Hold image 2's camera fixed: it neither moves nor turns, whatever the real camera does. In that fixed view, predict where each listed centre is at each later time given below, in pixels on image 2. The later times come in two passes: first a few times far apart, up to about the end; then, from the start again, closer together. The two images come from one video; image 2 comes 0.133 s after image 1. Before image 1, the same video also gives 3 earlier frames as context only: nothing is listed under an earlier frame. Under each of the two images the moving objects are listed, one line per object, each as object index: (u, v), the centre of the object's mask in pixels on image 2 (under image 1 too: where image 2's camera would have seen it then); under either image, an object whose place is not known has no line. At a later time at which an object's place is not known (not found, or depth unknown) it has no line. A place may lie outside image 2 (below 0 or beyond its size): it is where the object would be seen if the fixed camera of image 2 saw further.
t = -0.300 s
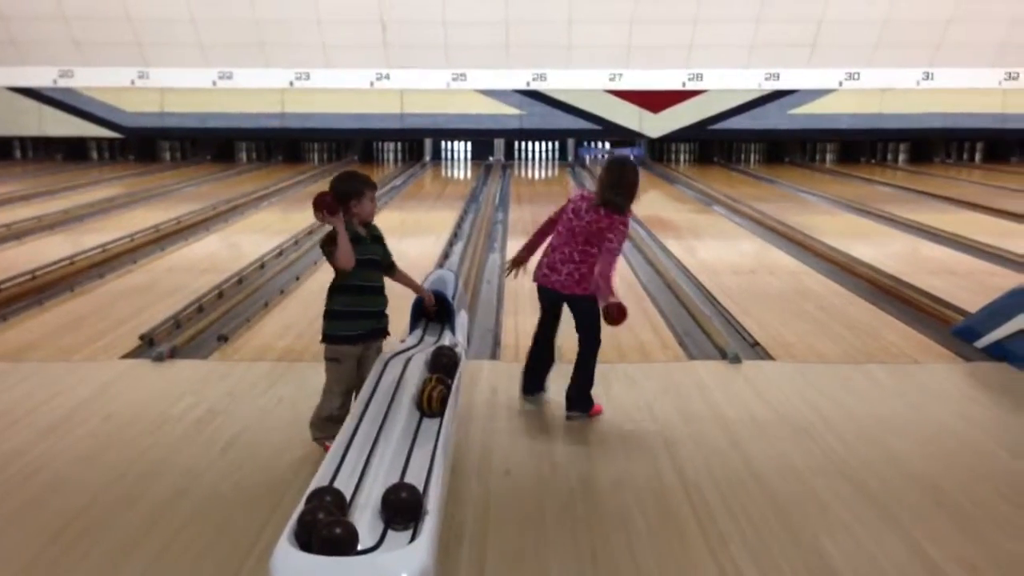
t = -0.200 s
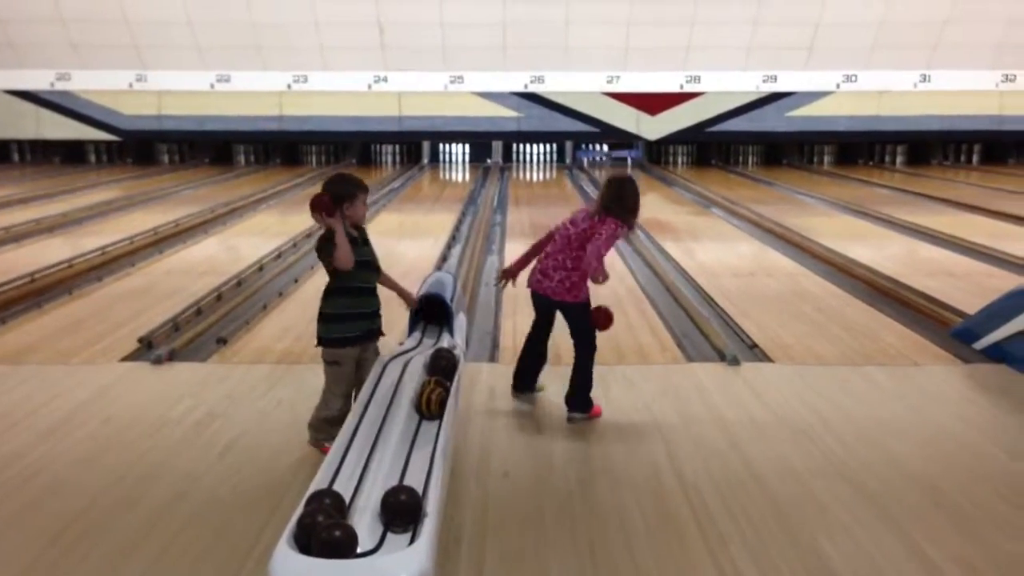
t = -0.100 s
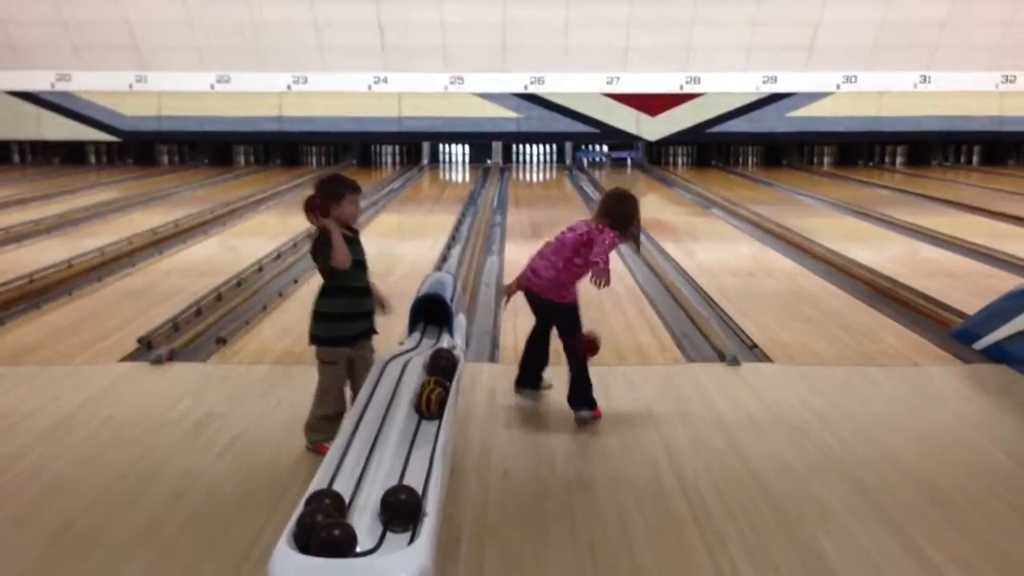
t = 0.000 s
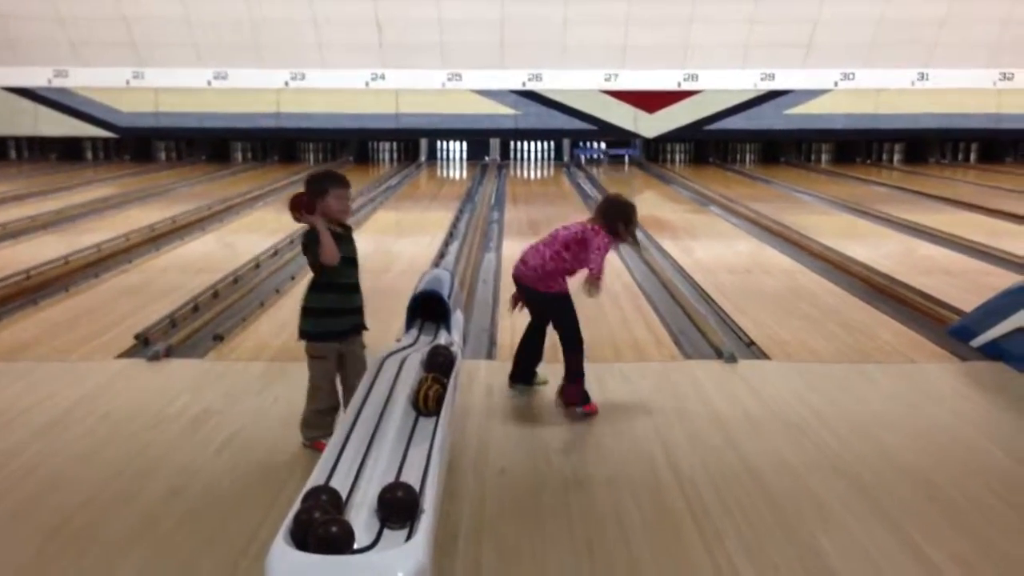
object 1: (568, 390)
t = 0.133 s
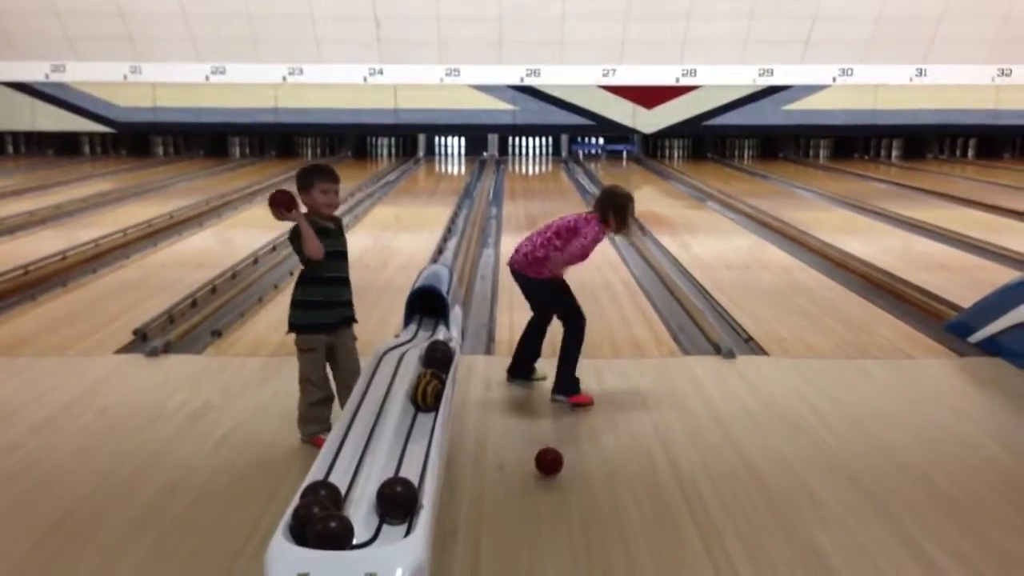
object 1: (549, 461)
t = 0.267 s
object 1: (535, 482)
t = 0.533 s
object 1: (512, 510)
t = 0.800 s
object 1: (498, 534)
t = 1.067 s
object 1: (483, 561)
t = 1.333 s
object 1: (466, 592)
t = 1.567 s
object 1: (453, 624)
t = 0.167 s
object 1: (545, 465)
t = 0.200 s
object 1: (541, 471)
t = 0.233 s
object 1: (538, 478)
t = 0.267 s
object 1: (535, 482)
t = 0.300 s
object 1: (531, 486)
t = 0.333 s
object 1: (528, 490)
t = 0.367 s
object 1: (525, 493)
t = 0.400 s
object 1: (523, 497)
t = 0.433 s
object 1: (520, 500)
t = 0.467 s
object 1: (517, 504)
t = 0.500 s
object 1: (515, 507)
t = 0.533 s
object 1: (512, 510)
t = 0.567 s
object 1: (510, 513)
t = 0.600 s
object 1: (509, 516)
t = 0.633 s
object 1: (507, 519)
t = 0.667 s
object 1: (505, 522)
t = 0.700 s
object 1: (504, 525)
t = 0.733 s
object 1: (502, 528)
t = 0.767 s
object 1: (500, 531)
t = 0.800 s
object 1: (498, 534)
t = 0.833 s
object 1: (496, 537)
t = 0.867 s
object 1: (493, 540)
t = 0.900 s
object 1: (492, 543)
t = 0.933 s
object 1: (490, 547)
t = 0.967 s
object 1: (489, 550)
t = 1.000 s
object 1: (487, 553)
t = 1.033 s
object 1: (485, 557)
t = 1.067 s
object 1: (483, 561)
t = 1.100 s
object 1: (480, 565)
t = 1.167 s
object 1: (476, 572)
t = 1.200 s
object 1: (474, 576)
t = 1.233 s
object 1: (472, 580)
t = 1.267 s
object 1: (470, 584)
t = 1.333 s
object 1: (466, 592)
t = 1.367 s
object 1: (464, 597)
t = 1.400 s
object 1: (462, 601)
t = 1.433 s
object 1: (460, 605)
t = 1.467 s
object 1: (458, 610)
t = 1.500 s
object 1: (456, 615)
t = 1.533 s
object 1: (454, 619)
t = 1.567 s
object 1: (453, 624)
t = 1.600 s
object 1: (451, 628)
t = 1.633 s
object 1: (449, 633)
